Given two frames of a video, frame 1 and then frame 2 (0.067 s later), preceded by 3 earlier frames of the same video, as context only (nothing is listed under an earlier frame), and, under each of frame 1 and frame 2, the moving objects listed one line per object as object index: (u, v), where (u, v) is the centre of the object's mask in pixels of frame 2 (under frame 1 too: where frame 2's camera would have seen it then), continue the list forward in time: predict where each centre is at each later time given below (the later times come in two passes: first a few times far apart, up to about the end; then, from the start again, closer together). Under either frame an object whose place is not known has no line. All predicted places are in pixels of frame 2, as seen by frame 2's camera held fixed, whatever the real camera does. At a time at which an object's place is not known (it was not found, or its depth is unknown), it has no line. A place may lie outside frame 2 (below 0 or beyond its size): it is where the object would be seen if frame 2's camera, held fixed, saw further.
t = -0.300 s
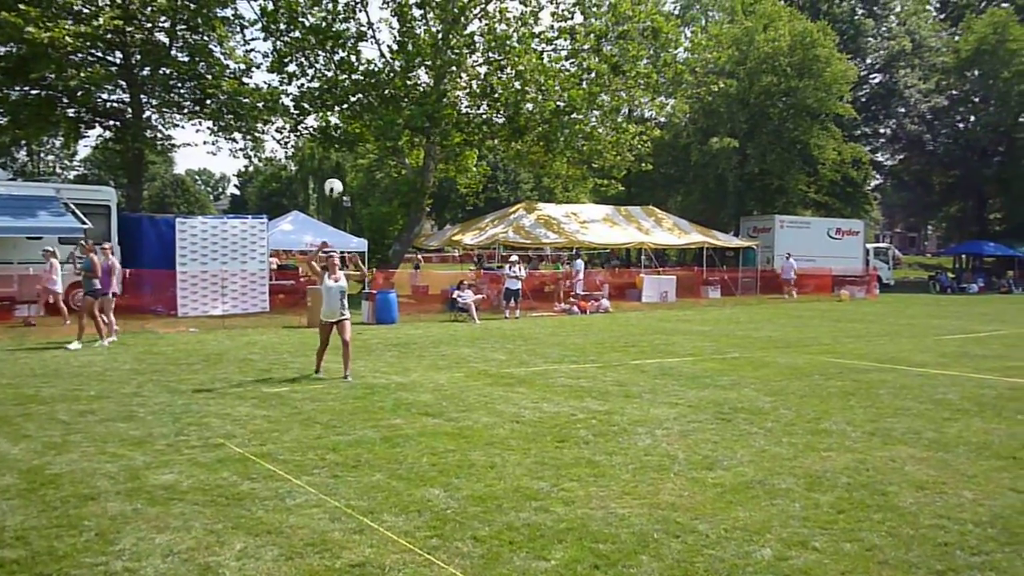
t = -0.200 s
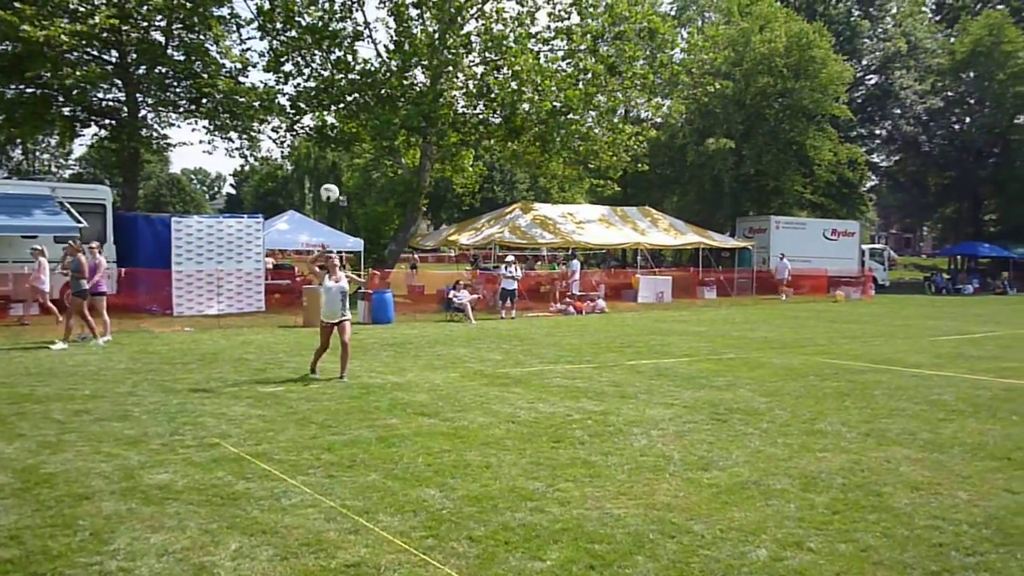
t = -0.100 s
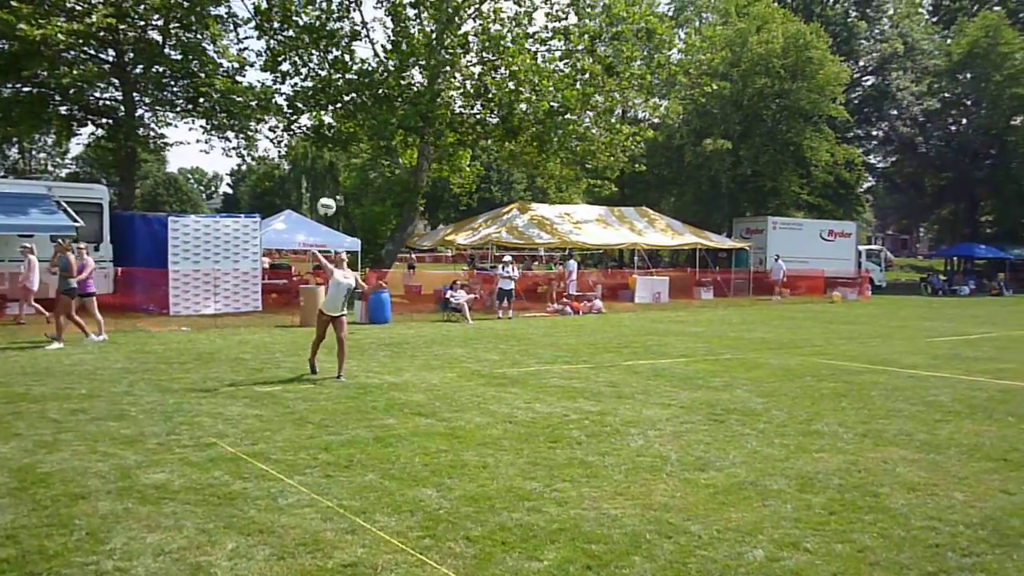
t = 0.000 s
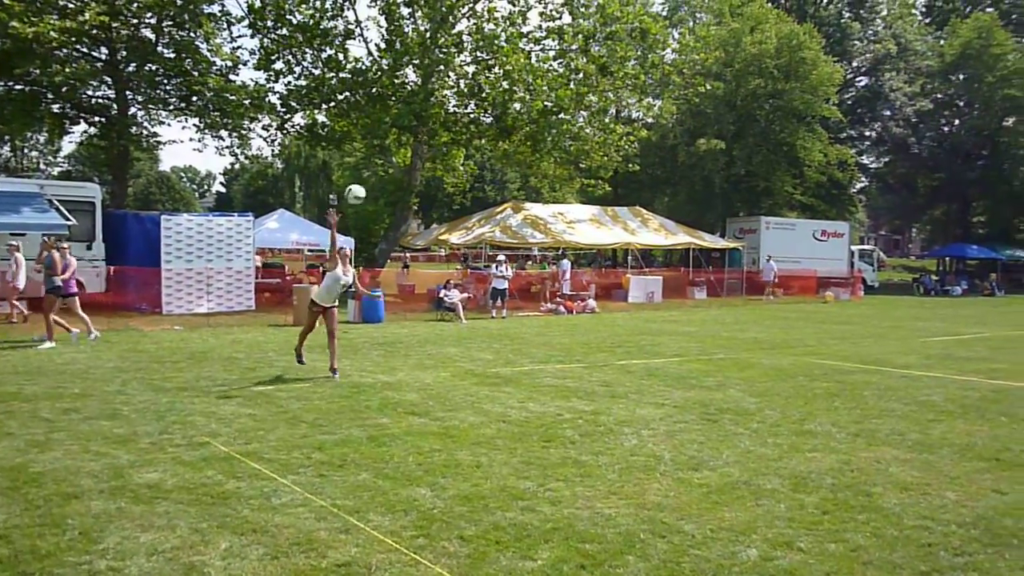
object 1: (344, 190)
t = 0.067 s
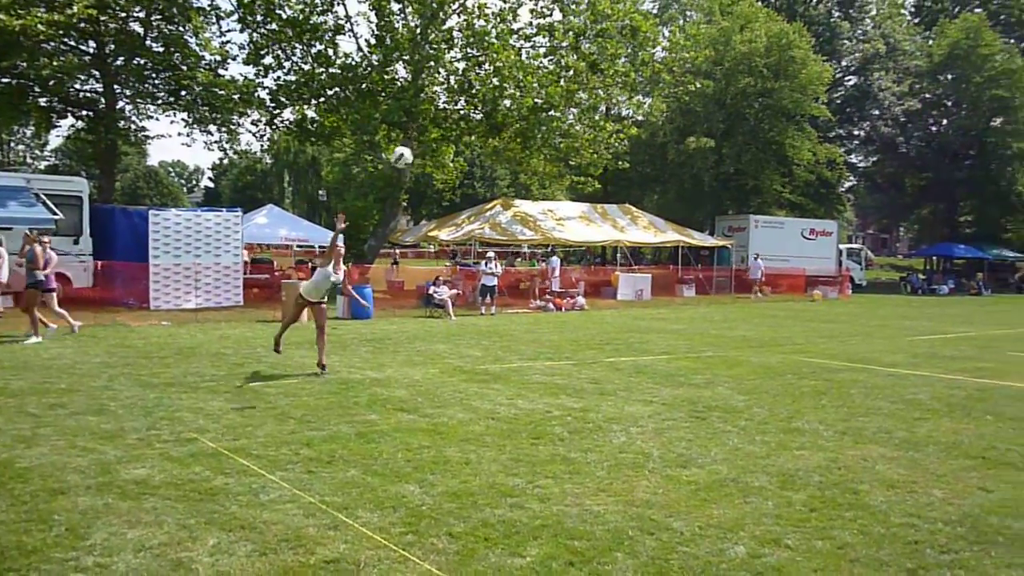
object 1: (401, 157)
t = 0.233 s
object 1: (588, 76)
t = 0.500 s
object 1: (1111, -27)
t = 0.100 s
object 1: (433, 140)
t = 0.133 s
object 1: (467, 123)
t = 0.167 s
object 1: (505, 107)
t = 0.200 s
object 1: (544, 91)
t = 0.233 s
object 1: (588, 76)
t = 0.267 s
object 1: (635, 61)
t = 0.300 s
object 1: (686, 46)
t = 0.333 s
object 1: (741, 32)
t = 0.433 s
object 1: (943, -6)
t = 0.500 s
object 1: (1111, -27)
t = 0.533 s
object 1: (1211, -34)
